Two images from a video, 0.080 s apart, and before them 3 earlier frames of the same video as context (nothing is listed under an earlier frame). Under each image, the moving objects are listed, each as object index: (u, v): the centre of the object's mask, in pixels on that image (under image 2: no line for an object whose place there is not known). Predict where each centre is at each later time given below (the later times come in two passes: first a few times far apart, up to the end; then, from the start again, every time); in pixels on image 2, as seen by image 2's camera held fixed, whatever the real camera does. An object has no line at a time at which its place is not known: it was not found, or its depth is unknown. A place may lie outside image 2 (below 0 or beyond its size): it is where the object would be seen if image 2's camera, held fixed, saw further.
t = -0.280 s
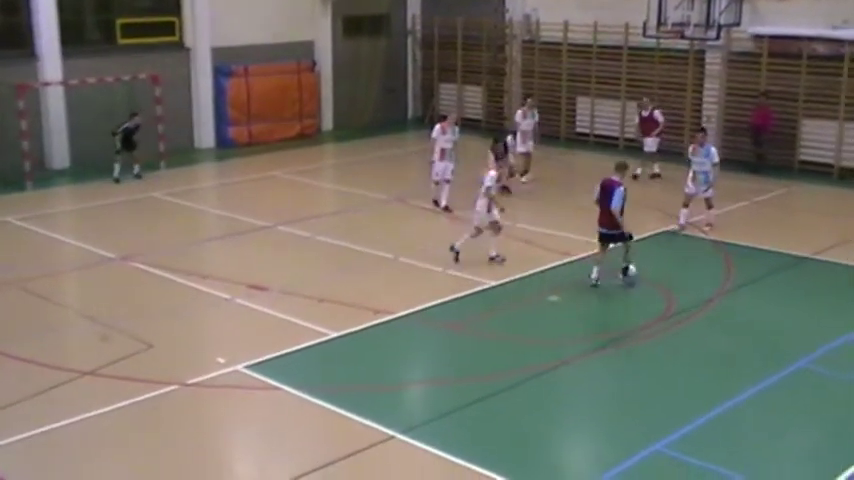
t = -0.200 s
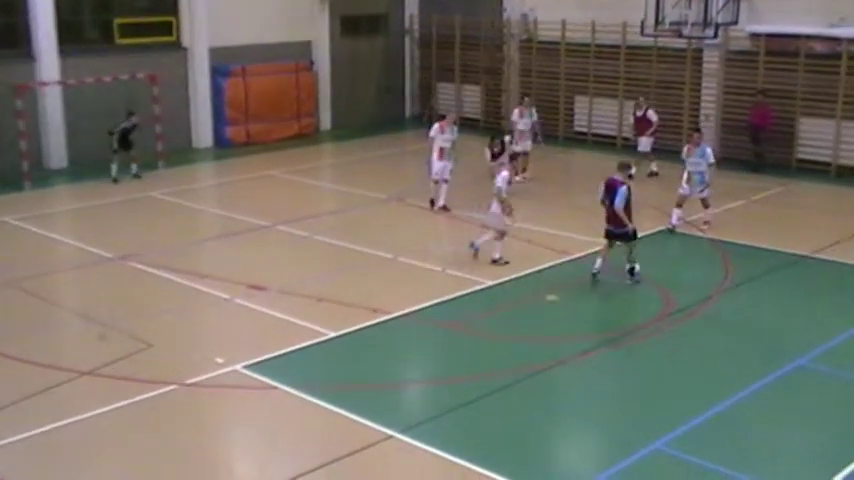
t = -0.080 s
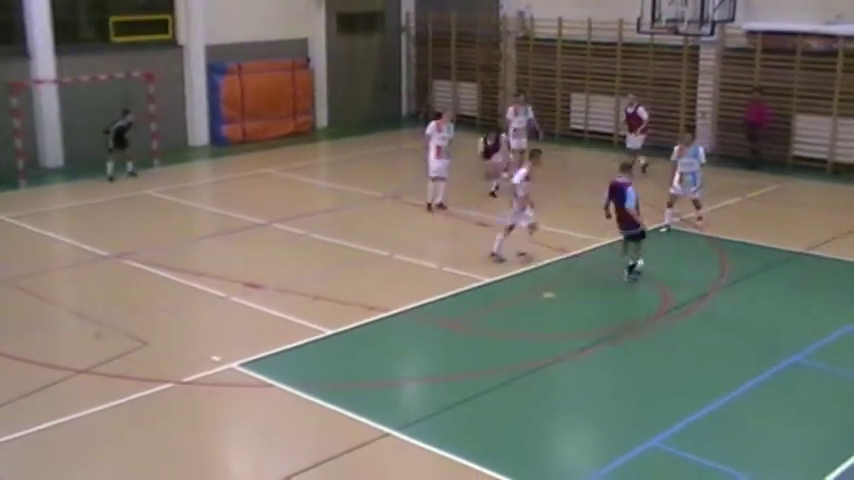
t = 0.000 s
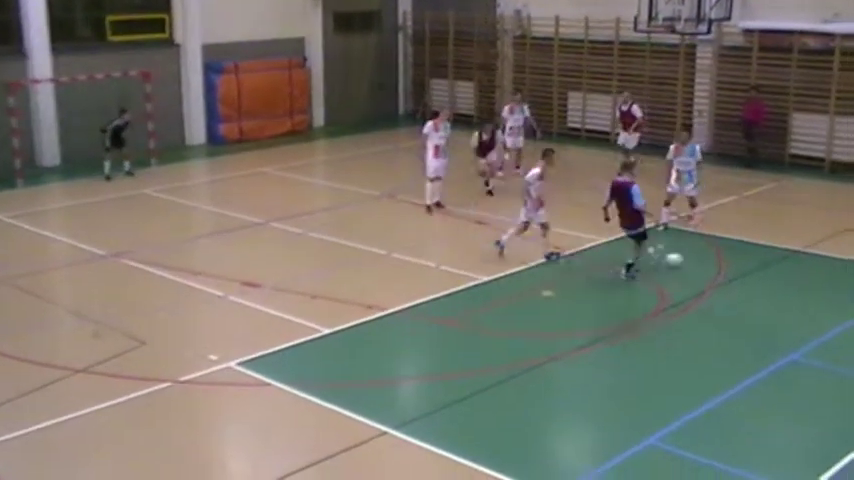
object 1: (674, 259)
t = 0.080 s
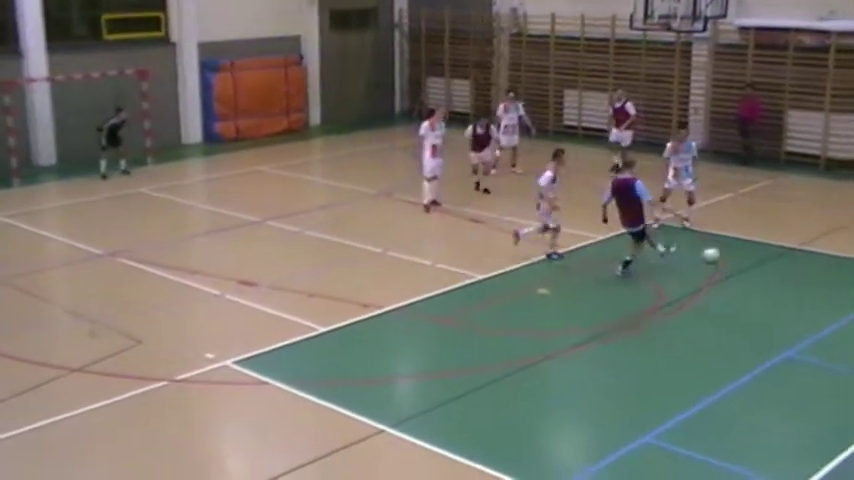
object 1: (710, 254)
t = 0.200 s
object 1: (766, 251)
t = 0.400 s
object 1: (849, 246)
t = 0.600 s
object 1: (919, 243)
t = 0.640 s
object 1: (932, 243)
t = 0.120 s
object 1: (730, 253)
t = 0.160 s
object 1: (749, 252)
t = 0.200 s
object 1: (766, 251)
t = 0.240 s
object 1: (784, 250)
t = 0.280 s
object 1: (800, 249)
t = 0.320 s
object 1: (817, 247)
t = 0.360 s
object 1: (833, 247)
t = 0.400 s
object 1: (849, 246)
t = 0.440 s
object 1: (864, 245)
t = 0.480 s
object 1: (878, 245)
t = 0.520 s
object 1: (892, 244)
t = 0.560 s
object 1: (906, 243)
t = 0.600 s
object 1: (919, 243)
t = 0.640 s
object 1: (932, 243)
